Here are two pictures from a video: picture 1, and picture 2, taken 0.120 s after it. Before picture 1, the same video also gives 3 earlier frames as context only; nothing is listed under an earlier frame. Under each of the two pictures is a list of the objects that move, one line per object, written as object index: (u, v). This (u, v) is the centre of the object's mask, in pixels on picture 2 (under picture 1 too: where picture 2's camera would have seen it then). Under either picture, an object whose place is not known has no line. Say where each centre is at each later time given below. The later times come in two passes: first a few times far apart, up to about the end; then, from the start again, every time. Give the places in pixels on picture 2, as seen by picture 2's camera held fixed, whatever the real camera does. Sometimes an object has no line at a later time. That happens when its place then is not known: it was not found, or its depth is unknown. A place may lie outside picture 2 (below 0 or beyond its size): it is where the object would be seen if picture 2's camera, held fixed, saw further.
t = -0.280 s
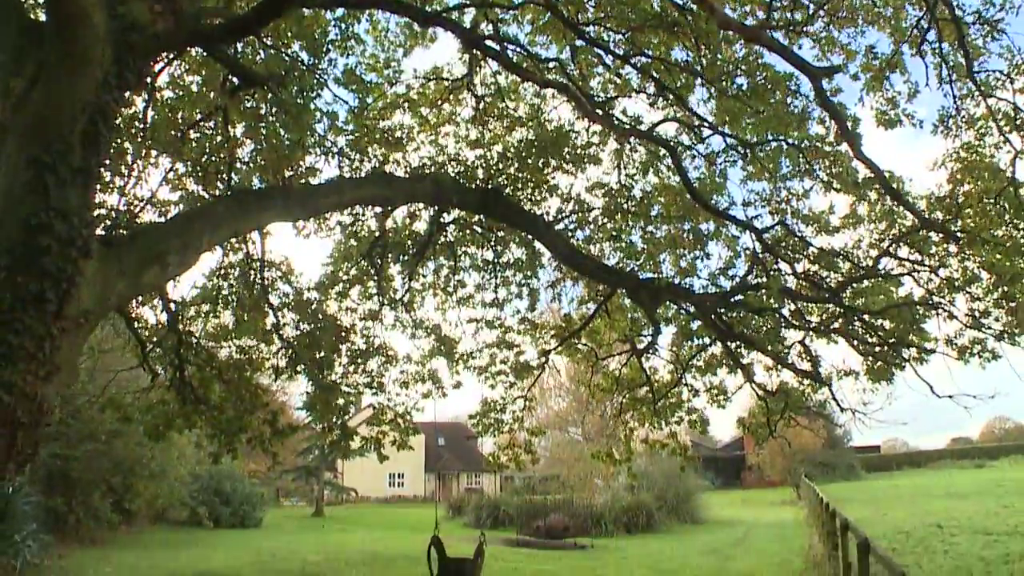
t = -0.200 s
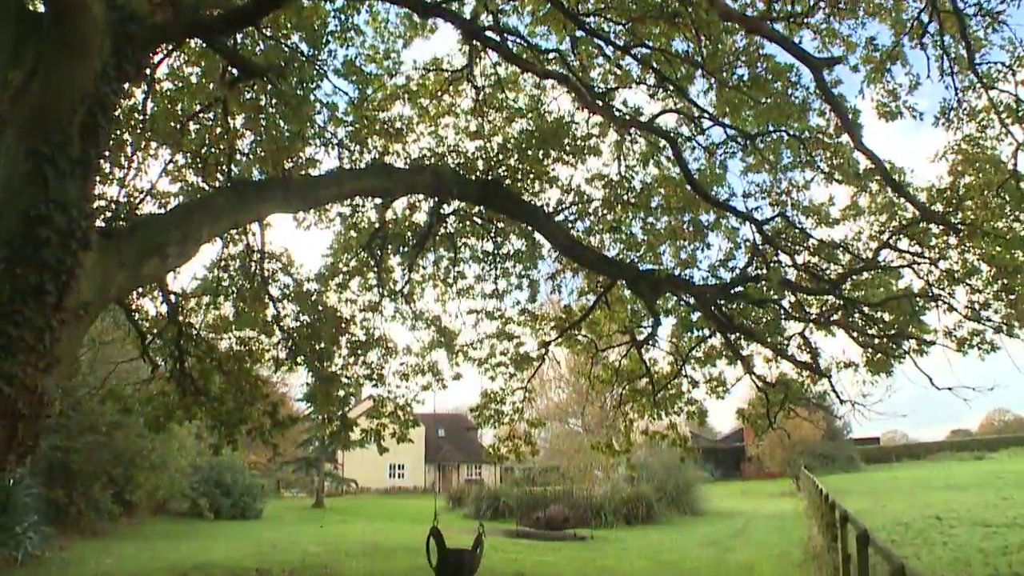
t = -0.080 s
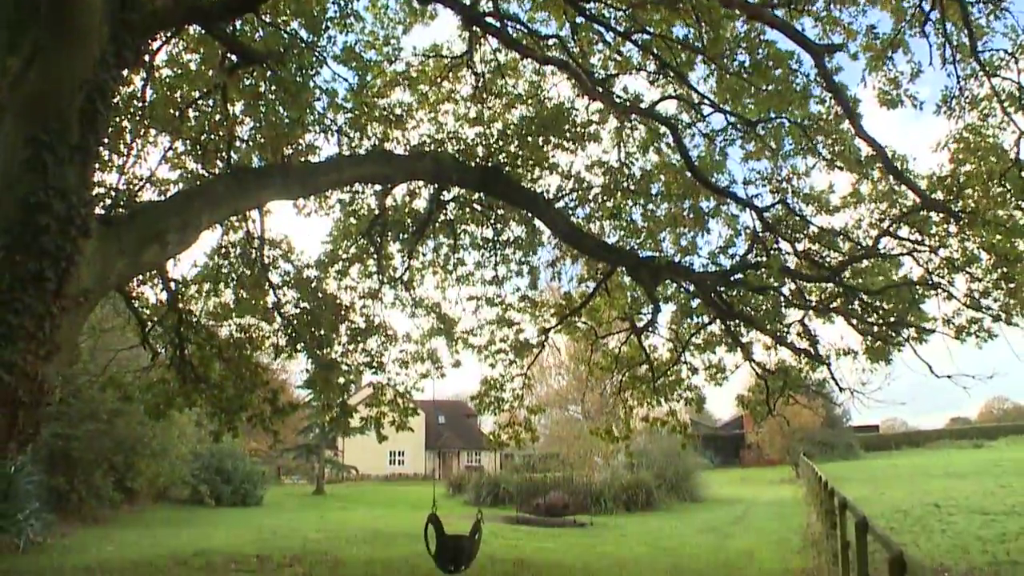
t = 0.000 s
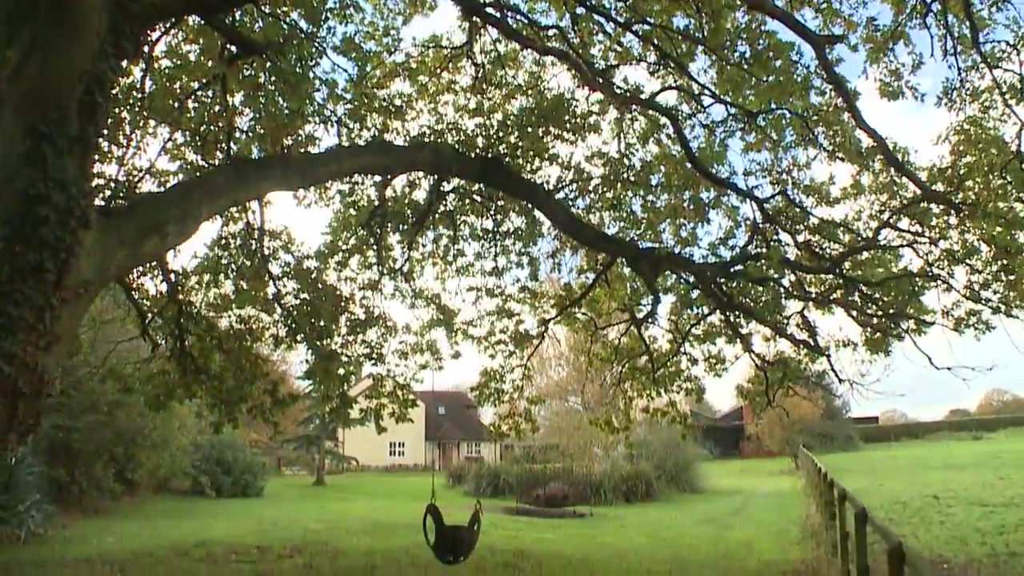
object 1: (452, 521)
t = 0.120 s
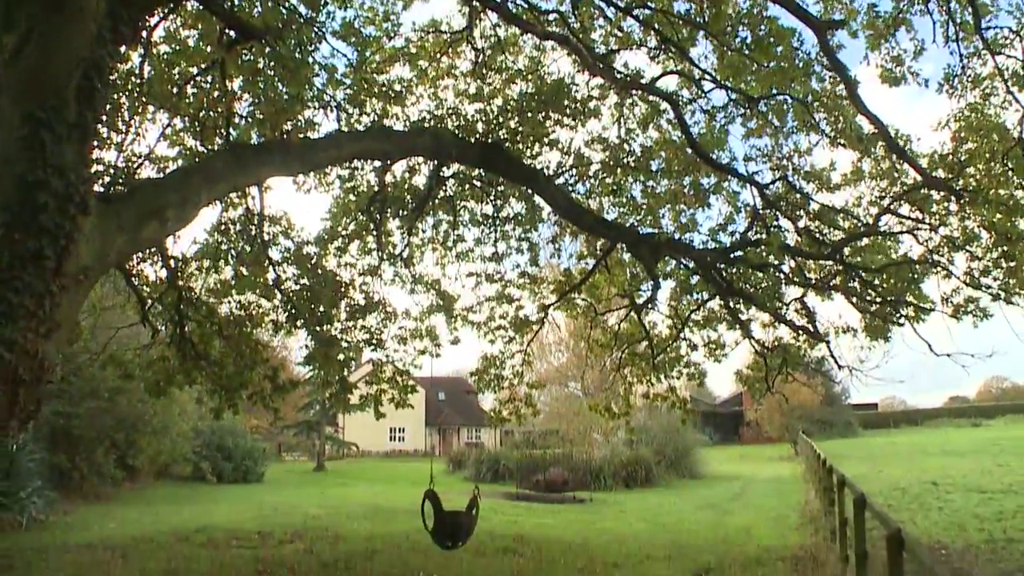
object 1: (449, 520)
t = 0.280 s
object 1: (447, 519)
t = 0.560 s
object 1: (444, 517)
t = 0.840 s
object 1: (442, 515)
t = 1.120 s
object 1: (443, 515)
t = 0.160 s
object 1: (449, 520)
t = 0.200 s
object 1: (448, 519)
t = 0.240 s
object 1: (447, 519)
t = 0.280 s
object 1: (447, 519)
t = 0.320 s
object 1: (446, 518)
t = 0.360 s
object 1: (446, 518)
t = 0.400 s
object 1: (445, 518)
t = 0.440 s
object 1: (445, 518)
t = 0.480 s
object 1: (444, 518)
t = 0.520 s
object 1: (444, 517)
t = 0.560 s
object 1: (444, 517)
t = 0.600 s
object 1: (443, 517)
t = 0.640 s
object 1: (443, 517)
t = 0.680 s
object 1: (443, 516)
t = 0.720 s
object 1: (443, 516)
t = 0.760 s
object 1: (442, 516)
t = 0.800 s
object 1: (442, 516)
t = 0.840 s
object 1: (442, 515)
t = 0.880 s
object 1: (442, 515)
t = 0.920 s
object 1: (442, 515)
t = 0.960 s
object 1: (442, 515)
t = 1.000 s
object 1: (442, 515)
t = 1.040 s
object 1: (443, 515)
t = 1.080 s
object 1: (443, 515)
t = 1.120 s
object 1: (443, 515)
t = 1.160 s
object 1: (443, 514)
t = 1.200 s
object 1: (444, 514)
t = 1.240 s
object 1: (444, 514)
